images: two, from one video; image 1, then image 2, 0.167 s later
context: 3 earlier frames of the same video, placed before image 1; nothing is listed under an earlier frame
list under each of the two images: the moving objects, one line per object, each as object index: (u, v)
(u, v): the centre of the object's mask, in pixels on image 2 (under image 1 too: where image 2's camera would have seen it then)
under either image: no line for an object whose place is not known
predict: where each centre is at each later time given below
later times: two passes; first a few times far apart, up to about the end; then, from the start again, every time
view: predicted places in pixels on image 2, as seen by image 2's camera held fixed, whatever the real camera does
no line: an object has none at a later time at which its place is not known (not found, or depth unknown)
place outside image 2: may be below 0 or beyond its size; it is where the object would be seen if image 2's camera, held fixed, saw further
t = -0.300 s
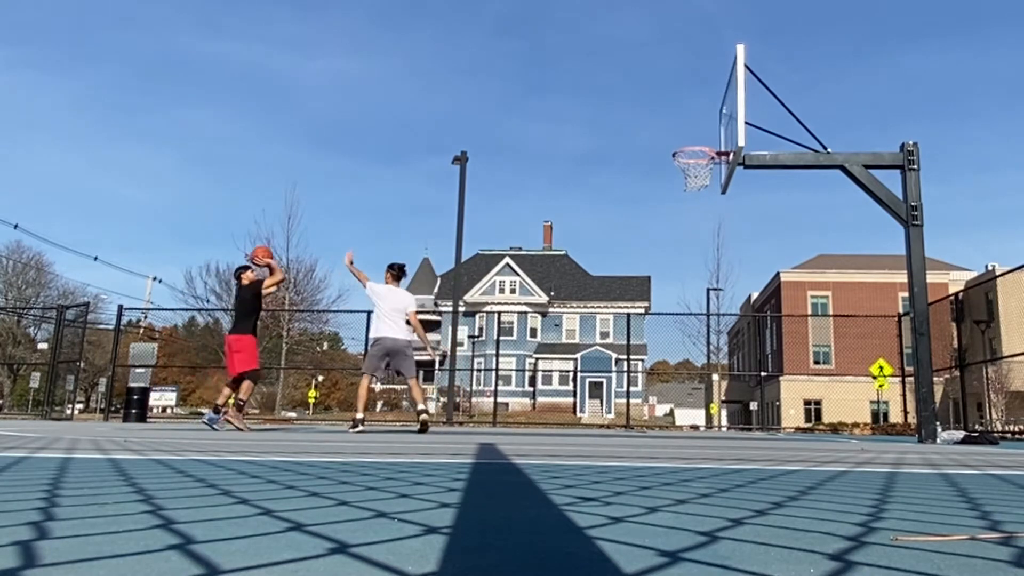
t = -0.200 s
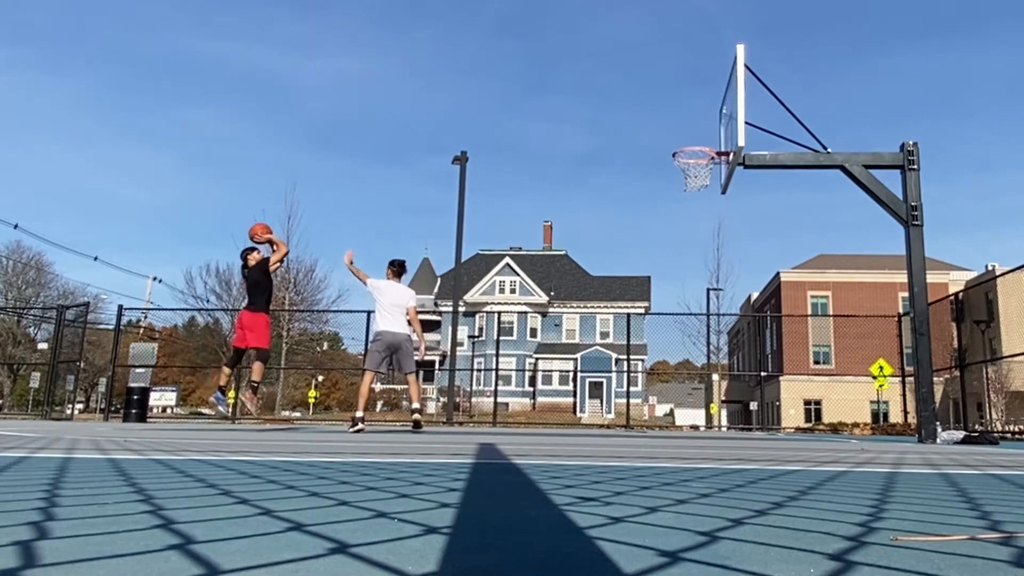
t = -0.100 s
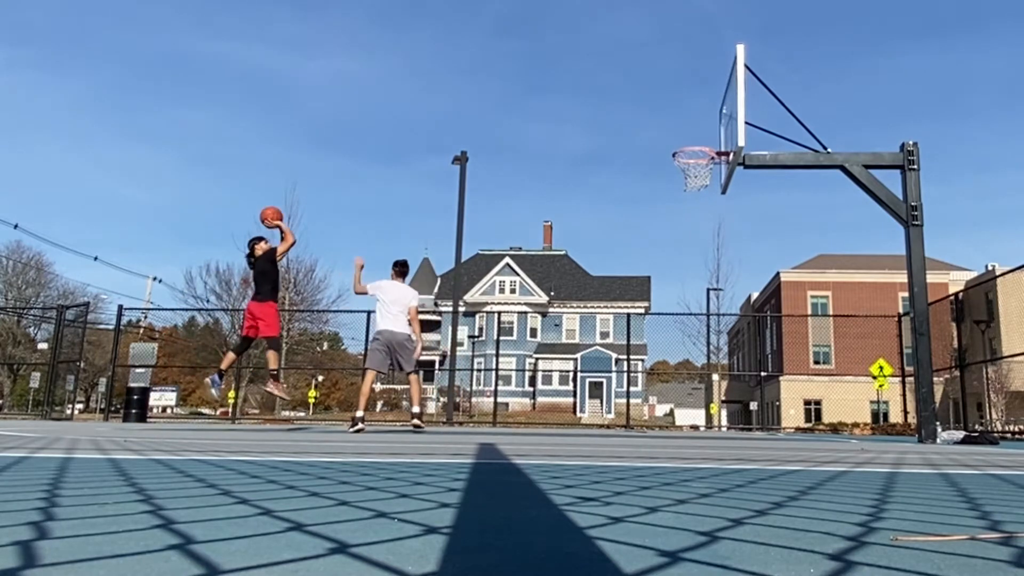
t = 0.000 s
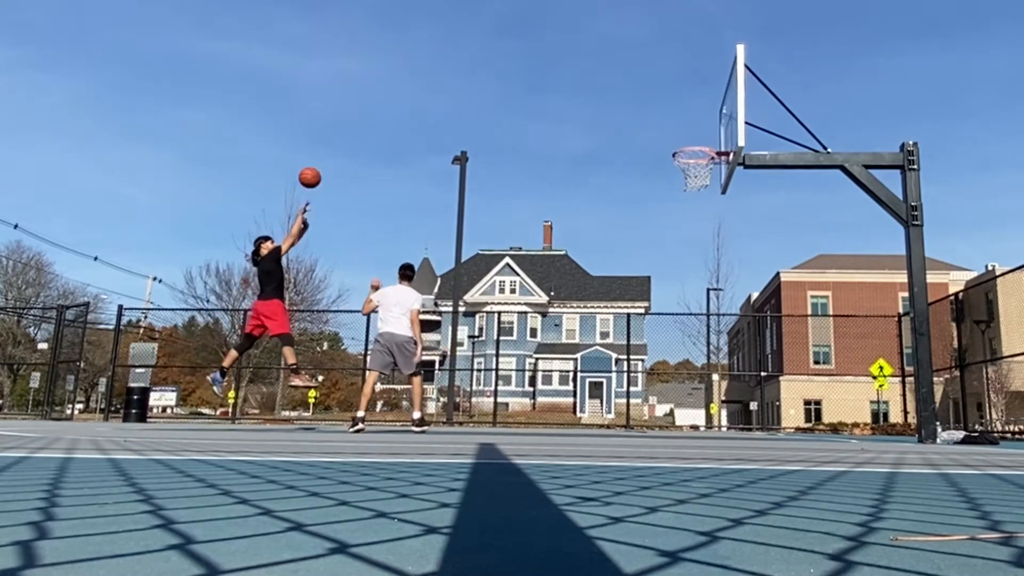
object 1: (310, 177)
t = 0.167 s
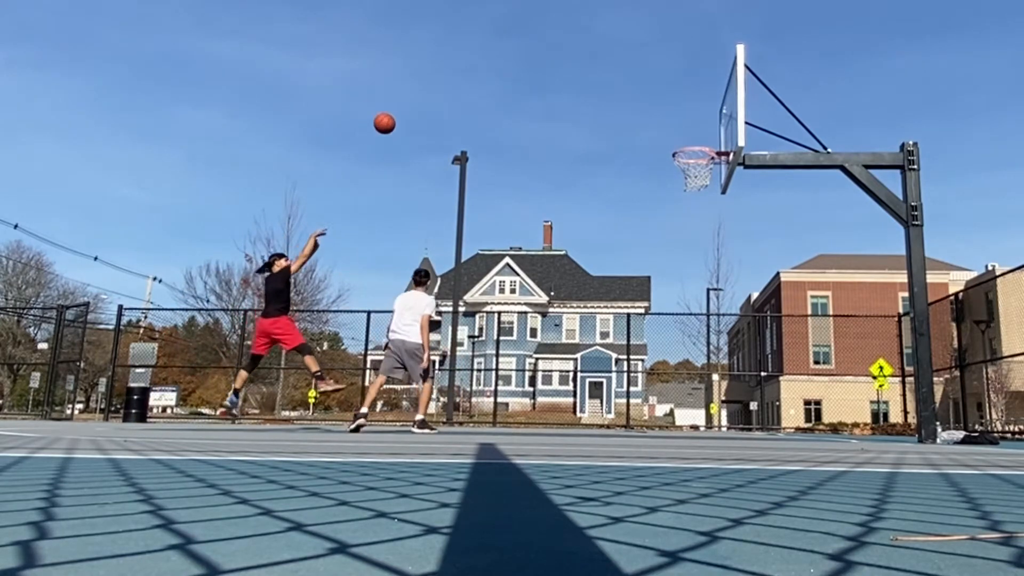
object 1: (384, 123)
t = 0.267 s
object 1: (427, 102)
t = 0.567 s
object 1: (549, 90)
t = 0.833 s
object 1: (656, 140)
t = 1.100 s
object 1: (586, 180)
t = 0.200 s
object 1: (399, 115)
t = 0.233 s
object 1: (413, 108)
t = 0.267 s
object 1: (427, 102)
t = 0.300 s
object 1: (441, 97)
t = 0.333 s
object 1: (455, 93)
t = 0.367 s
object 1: (468, 90)
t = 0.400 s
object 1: (482, 87)
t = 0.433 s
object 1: (495, 86)
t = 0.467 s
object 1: (509, 86)
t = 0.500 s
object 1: (523, 86)
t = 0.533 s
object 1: (536, 87)
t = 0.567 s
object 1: (549, 90)
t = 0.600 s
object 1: (563, 92)
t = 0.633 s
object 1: (576, 97)
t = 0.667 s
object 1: (590, 101)
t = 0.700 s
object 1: (603, 107)
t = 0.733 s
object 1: (616, 114)
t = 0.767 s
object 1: (629, 122)
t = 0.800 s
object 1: (643, 130)
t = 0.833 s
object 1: (656, 140)
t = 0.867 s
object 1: (667, 149)
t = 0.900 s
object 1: (657, 151)
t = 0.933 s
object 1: (645, 153)
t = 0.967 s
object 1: (634, 156)
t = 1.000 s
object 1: (622, 160)
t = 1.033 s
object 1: (610, 166)
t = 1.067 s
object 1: (598, 172)
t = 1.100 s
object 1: (586, 180)
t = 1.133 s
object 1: (573, 189)
